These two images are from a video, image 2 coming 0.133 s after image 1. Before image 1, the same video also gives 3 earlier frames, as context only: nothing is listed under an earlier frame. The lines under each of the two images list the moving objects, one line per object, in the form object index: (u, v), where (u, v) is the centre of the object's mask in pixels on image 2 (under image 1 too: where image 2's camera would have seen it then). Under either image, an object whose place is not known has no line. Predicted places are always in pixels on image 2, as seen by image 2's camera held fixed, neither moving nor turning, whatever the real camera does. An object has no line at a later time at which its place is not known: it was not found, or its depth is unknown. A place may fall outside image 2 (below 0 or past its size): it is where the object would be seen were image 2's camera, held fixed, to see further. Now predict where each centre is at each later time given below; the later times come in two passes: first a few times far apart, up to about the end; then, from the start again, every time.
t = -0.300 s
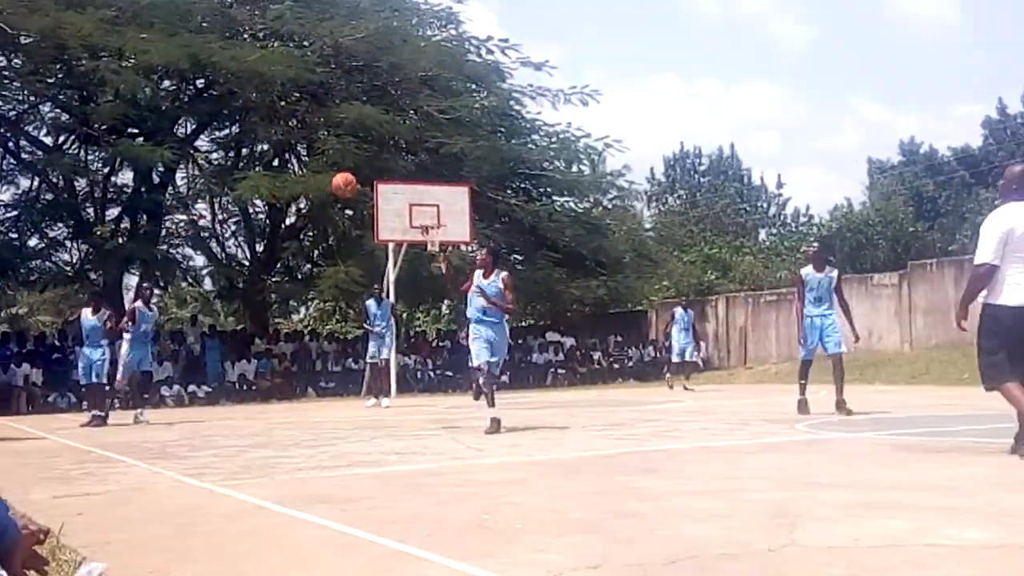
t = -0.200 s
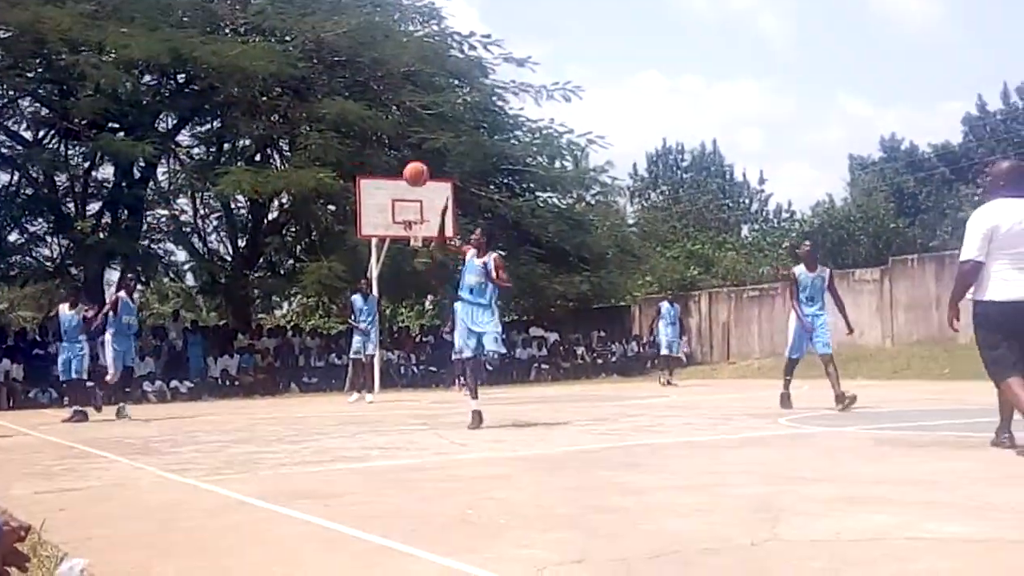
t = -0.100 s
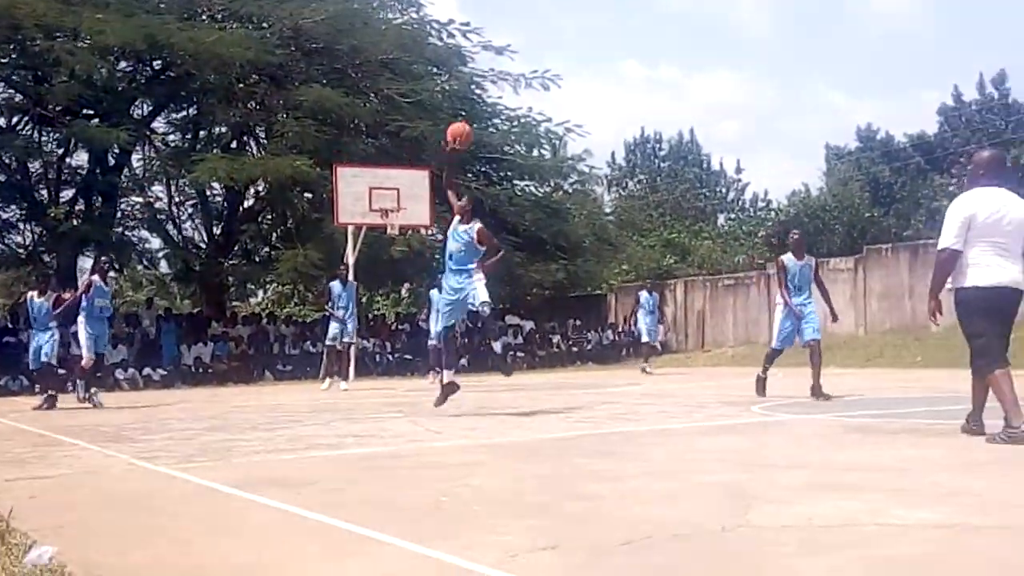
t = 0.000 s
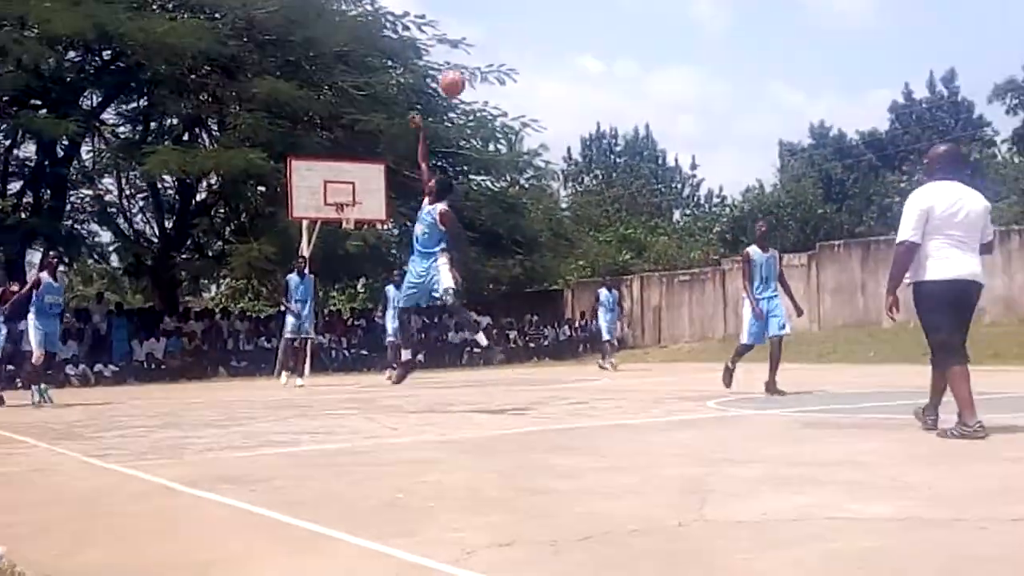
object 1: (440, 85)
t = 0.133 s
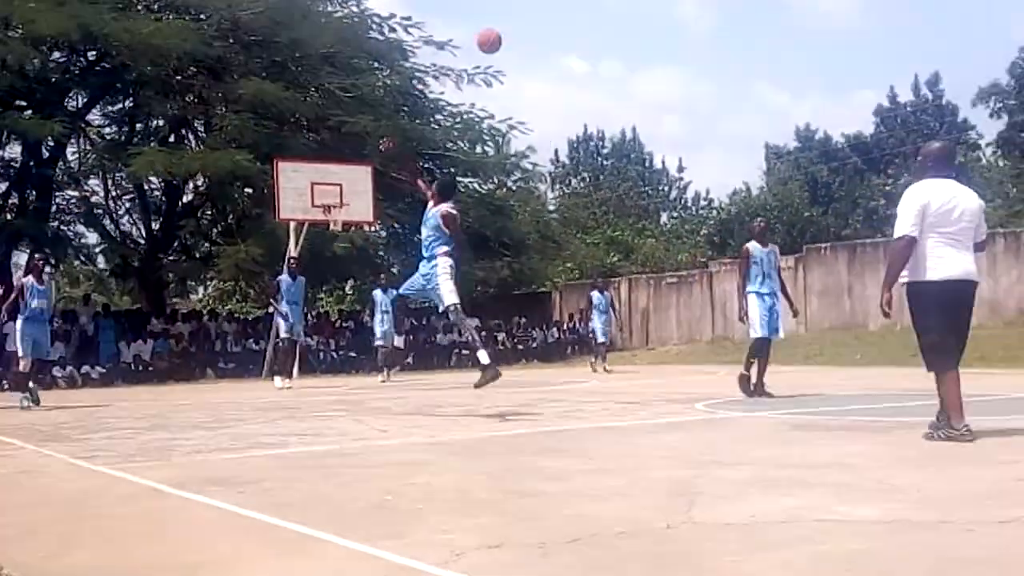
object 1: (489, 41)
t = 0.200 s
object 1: (514, 27)
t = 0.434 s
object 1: (605, 14)
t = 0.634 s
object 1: (682, 41)
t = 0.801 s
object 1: (750, 101)
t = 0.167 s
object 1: (502, 33)
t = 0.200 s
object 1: (514, 27)
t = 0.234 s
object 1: (526, 20)
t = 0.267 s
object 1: (540, 16)
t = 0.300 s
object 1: (553, 14)
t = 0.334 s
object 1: (566, 13)
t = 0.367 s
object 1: (579, 12)
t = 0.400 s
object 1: (592, 13)
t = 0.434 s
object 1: (605, 14)
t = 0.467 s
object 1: (617, 15)
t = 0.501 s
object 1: (631, 17)
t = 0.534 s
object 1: (644, 20)
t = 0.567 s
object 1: (657, 26)
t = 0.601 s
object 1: (670, 33)
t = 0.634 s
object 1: (682, 41)
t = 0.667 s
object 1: (696, 51)
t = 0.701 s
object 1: (709, 62)
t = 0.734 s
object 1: (723, 74)
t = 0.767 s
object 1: (737, 86)
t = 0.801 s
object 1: (750, 101)
